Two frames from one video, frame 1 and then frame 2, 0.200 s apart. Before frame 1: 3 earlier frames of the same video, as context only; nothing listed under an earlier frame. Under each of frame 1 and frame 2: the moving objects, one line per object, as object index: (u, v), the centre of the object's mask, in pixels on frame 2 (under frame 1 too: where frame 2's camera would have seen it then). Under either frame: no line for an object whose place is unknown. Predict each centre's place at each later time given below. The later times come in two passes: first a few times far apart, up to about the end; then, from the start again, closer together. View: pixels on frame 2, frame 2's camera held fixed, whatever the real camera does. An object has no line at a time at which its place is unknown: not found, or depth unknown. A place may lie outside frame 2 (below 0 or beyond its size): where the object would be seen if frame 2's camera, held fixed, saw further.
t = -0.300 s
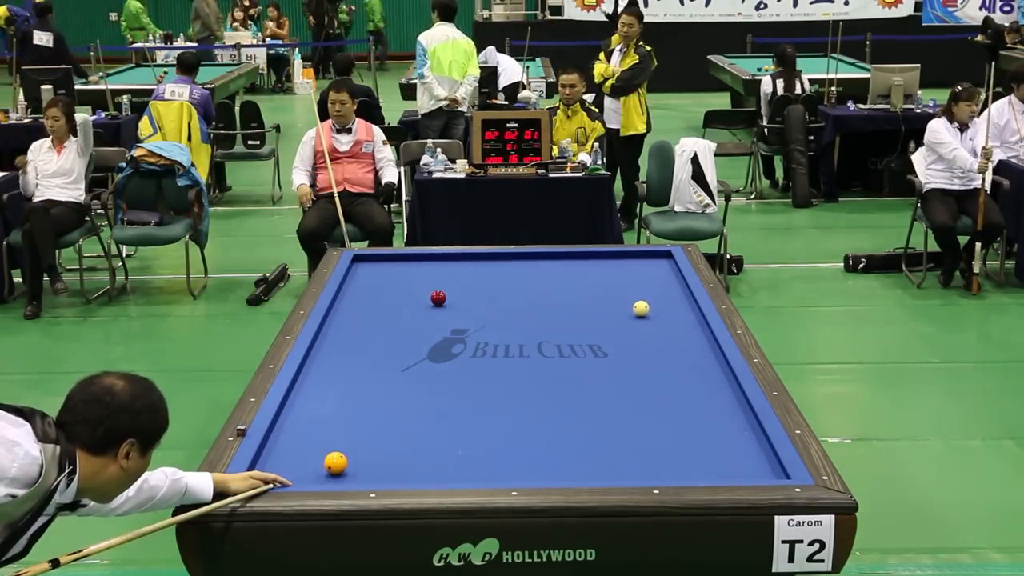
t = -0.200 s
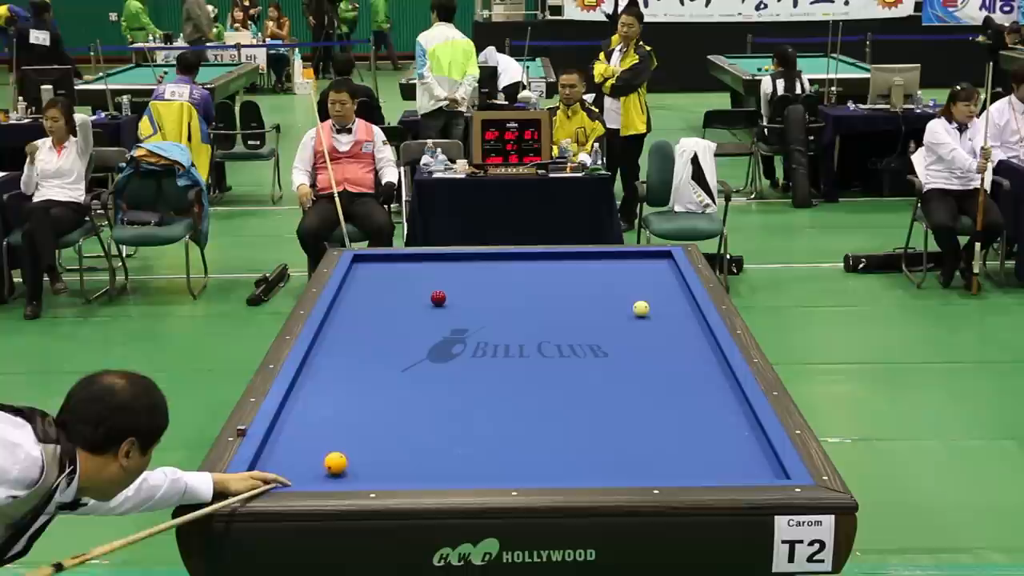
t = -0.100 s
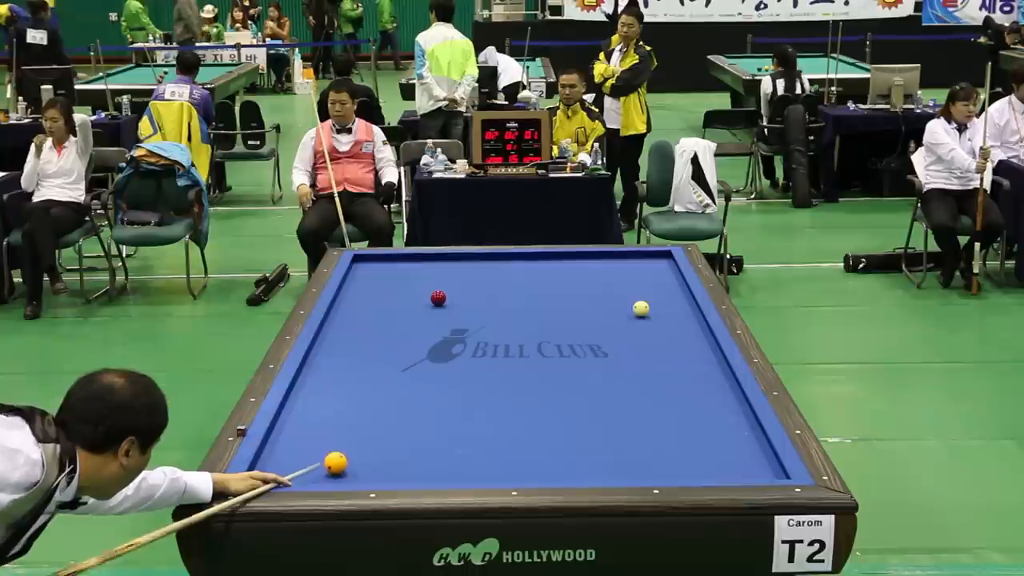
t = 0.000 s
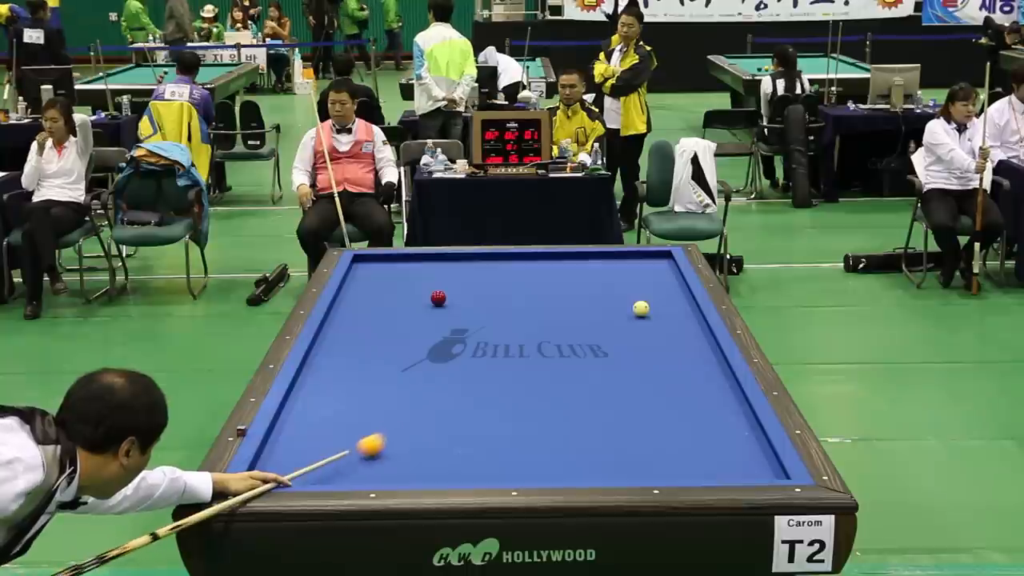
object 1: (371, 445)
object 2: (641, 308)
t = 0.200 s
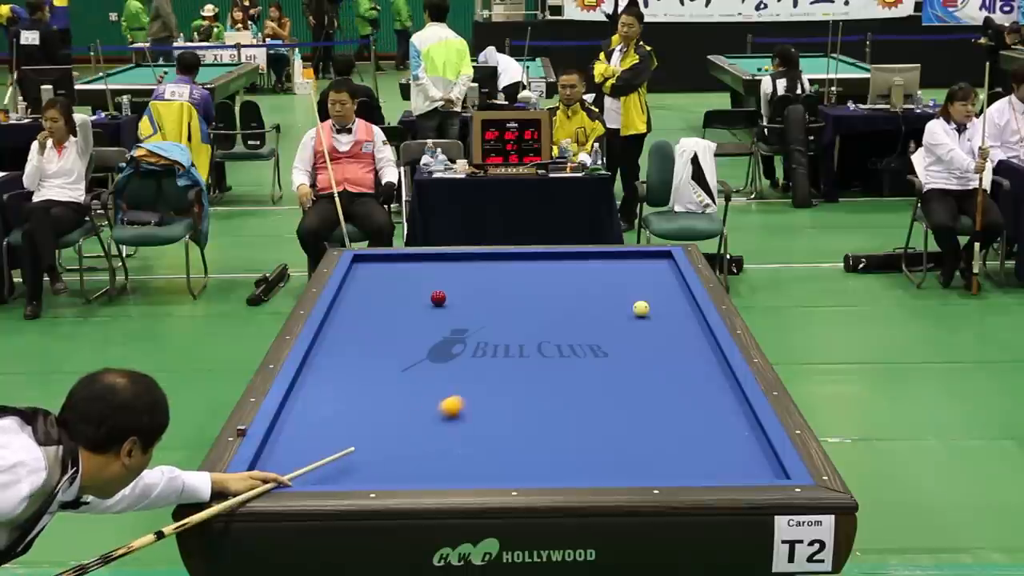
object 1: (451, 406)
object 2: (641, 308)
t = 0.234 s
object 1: (463, 401)
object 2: (641, 308)
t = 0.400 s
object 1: (517, 374)
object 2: (641, 308)
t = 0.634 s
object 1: (583, 342)
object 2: (641, 308)
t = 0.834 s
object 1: (631, 318)
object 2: (642, 307)
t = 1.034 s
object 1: (682, 310)
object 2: (635, 295)
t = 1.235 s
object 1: (661, 303)
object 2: (630, 282)
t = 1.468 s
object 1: (625, 294)
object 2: (625, 269)
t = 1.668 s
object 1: (596, 287)
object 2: (621, 259)
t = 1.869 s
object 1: (569, 280)
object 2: (620, 255)
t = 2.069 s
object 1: (543, 274)
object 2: (623, 261)
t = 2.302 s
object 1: (515, 266)
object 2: (627, 269)
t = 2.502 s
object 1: (492, 260)
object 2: (631, 275)
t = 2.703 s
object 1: (470, 256)
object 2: (634, 281)
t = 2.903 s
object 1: (447, 260)
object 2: (638, 287)
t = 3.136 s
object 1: (420, 264)
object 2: (642, 294)
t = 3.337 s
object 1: (397, 268)
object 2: (646, 300)
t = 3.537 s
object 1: (373, 271)
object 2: (650, 307)
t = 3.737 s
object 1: (351, 275)
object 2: (653, 314)
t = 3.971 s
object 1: (365, 279)
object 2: (657, 321)
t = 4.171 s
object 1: (377, 283)
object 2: (661, 328)
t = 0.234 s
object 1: (463, 401)
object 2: (641, 308)
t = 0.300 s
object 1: (486, 390)
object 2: (641, 308)
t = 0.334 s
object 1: (496, 385)
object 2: (641, 308)
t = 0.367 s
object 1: (507, 379)
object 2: (641, 308)
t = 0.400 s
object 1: (517, 374)
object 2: (641, 308)
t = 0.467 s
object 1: (537, 365)
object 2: (641, 308)
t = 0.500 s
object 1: (547, 360)
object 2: (641, 308)
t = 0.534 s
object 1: (556, 355)
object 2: (641, 308)
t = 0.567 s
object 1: (566, 350)
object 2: (641, 308)
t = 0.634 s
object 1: (583, 342)
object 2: (641, 308)
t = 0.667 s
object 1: (592, 338)
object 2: (641, 308)
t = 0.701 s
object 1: (600, 334)
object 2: (641, 308)
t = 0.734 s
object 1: (608, 330)
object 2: (641, 308)
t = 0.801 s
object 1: (624, 322)
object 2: (641, 308)
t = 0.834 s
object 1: (631, 318)
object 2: (642, 307)
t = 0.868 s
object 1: (639, 315)
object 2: (642, 305)
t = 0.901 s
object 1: (648, 313)
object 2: (638, 305)
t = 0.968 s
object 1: (665, 311)
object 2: (637, 300)
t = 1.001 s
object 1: (674, 311)
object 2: (636, 298)
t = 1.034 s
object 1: (682, 310)
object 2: (635, 295)
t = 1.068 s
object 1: (691, 309)
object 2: (634, 292)
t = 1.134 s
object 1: (680, 307)
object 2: (632, 288)
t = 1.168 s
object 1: (673, 306)
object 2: (632, 286)
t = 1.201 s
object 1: (667, 304)
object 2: (631, 284)
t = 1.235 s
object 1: (661, 303)
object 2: (630, 282)
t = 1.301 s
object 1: (650, 301)
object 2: (628, 278)
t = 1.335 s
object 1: (645, 299)
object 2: (628, 277)
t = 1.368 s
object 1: (640, 298)
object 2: (627, 275)
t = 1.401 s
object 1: (635, 297)
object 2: (627, 273)
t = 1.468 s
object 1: (625, 294)
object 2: (625, 269)
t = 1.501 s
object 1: (620, 293)
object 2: (624, 268)
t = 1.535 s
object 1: (615, 292)
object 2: (624, 266)
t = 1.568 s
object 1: (610, 291)
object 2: (623, 264)
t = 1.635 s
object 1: (601, 288)
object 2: (621, 261)
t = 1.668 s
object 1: (596, 287)
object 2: (621, 259)
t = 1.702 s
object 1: (592, 286)
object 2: (620, 257)
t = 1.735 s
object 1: (587, 285)
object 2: (620, 256)
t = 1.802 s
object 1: (578, 282)
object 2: (618, 253)
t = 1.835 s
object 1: (573, 281)
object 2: (619, 254)
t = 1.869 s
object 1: (569, 280)
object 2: (620, 255)
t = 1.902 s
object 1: (565, 279)
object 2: (620, 256)
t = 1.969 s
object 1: (556, 277)
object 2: (622, 259)
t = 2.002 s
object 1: (552, 276)
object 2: (622, 260)
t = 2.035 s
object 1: (548, 275)
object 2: (622, 261)
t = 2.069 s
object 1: (543, 274)
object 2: (623, 261)
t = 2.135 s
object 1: (535, 271)
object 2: (624, 263)
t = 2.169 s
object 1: (531, 270)
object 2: (625, 265)
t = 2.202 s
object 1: (527, 269)
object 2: (626, 266)
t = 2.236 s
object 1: (523, 268)
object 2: (626, 267)
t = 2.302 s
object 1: (515, 266)
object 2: (627, 269)
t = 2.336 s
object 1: (511, 265)
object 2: (628, 270)
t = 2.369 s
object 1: (507, 264)
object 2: (628, 271)
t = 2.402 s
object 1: (503, 263)
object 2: (629, 272)
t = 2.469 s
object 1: (496, 261)
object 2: (630, 274)
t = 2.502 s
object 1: (492, 260)
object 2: (631, 275)
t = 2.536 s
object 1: (489, 259)
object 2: (631, 276)
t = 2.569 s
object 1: (485, 258)
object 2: (632, 277)
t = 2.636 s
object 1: (478, 257)
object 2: (633, 279)
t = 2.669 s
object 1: (474, 256)
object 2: (634, 280)
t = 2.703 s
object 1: (470, 256)
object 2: (634, 281)
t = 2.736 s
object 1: (466, 257)
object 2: (635, 281)
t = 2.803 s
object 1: (459, 258)
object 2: (636, 284)
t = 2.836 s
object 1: (455, 258)
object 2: (636, 285)
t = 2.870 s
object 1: (451, 259)
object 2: (637, 286)
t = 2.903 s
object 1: (447, 260)
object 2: (638, 287)
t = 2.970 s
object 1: (440, 261)
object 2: (639, 289)
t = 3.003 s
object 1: (436, 261)
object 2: (640, 290)
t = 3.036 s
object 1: (432, 262)
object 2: (640, 291)
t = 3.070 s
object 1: (428, 263)
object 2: (641, 292)
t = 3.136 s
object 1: (420, 264)
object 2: (642, 294)
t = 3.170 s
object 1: (416, 265)
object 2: (643, 295)
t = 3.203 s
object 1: (412, 265)
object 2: (643, 296)
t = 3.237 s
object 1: (409, 266)
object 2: (644, 297)
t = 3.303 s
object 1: (401, 267)
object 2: (645, 299)
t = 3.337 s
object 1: (397, 268)
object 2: (646, 300)
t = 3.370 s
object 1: (393, 268)
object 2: (646, 301)
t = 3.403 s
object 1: (389, 269)
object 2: (647, 302)
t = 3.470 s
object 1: (381, 270)
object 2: (648, 305)
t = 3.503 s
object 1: (377, 271)
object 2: (649, 306)
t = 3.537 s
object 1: (373, 271)
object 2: (650, 307)
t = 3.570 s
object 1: (370, 272)
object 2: (650, 308)
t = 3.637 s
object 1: (362, 273)
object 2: (651, 310)
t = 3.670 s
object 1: (358, 274)
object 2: (652, 311)
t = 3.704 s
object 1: (354, 275)
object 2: (653, 312)
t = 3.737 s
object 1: (351, 275)
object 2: (653, 314)
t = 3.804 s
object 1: (355, 276)
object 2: (654, 316)
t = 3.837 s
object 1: (358, 277)
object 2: (655, 317)
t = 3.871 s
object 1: (359, 277)
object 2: (656, 318)
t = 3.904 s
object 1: (361, 278)
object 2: (656, 319)
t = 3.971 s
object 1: (365, 279)
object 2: (657, 321)
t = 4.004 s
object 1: (367, 280)
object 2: (658, 322)
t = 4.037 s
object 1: (369, 281)
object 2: (659, 324)
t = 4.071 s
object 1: (371, 281)
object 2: (659, 325)
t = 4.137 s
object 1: (375, 283)
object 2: (661, 327)
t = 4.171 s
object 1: (377, 283)
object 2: (661, 328)
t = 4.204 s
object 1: (379, 284)
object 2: (662, 329)
